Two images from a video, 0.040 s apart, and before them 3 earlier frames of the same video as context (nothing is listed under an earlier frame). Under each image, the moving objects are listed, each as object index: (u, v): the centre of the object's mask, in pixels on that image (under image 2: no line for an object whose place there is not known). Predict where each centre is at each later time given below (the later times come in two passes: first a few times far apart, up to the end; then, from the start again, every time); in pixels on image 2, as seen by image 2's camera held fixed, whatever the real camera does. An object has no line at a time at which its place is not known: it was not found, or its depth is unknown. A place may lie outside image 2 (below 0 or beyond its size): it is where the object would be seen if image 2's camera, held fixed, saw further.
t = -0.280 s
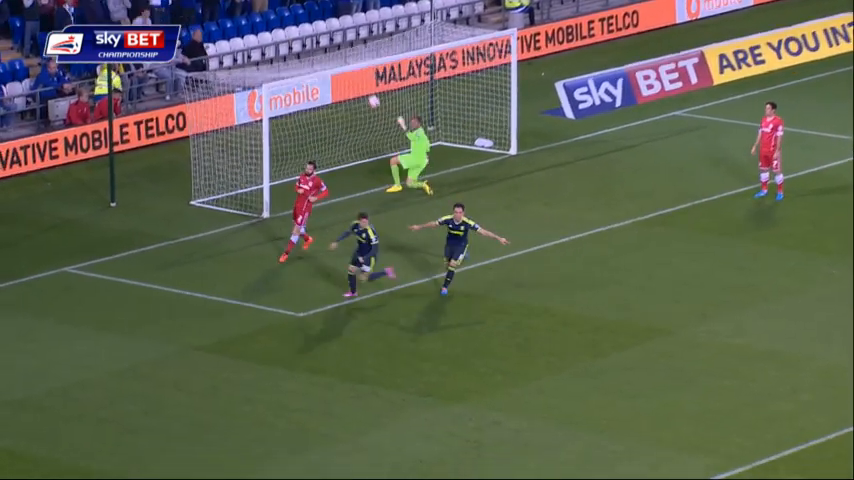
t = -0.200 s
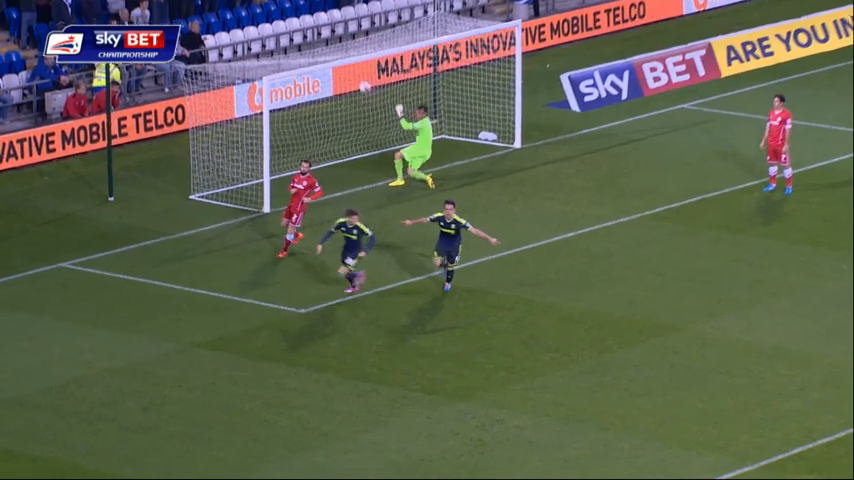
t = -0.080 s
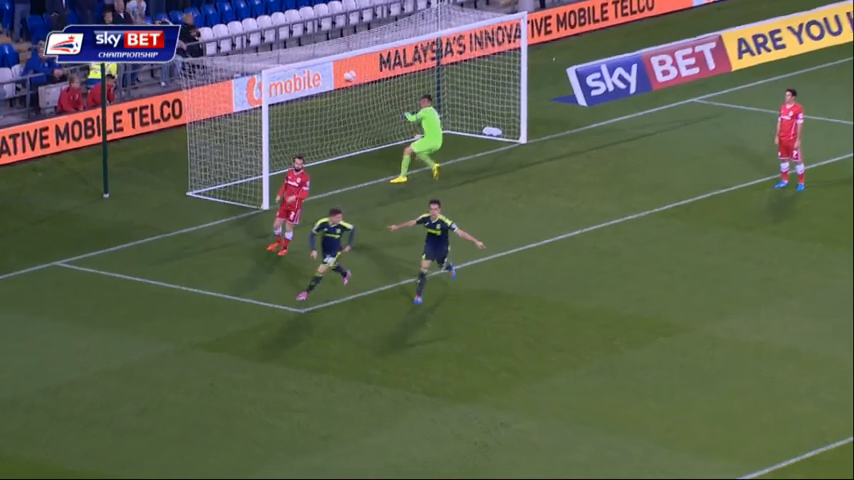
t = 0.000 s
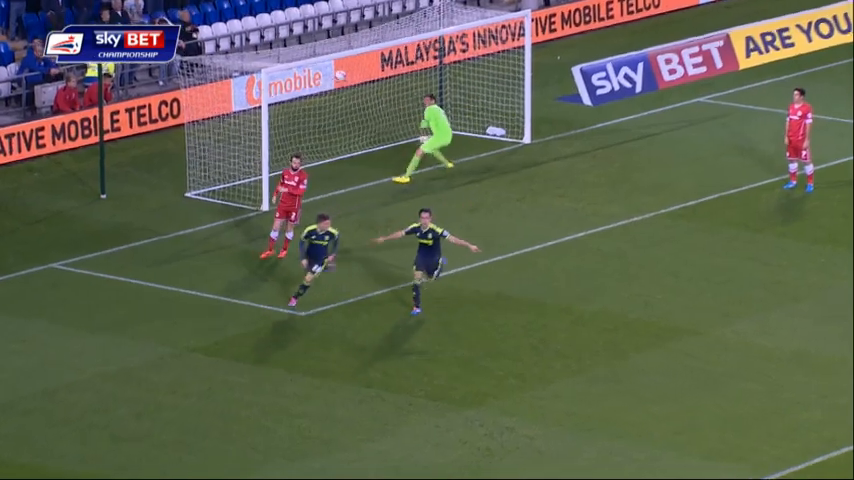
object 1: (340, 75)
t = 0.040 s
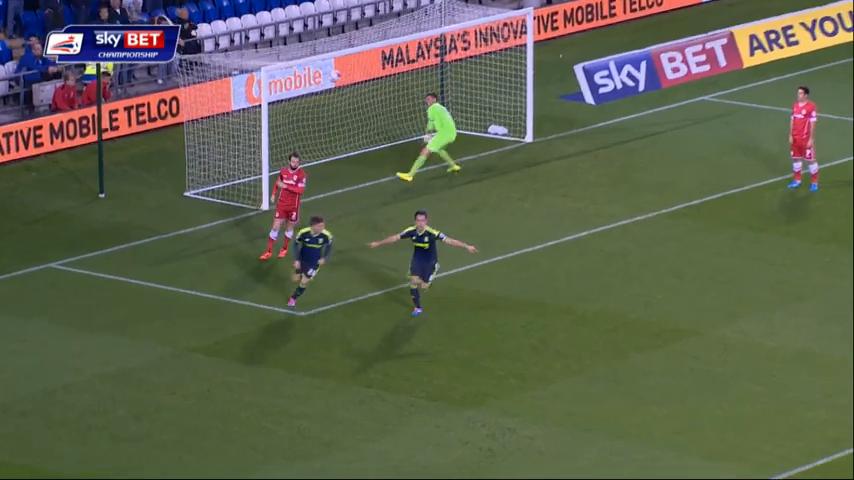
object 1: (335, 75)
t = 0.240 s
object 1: (307, 95)
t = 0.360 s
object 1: (294, 116)
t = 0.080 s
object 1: (330, 77)
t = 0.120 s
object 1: (323, 81)
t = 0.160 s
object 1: (316, 86)
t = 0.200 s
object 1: (313, 91)
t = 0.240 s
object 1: (307, 95)
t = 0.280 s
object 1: (302, 102)
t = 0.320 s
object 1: (298, 108)
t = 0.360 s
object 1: (294, 116)
